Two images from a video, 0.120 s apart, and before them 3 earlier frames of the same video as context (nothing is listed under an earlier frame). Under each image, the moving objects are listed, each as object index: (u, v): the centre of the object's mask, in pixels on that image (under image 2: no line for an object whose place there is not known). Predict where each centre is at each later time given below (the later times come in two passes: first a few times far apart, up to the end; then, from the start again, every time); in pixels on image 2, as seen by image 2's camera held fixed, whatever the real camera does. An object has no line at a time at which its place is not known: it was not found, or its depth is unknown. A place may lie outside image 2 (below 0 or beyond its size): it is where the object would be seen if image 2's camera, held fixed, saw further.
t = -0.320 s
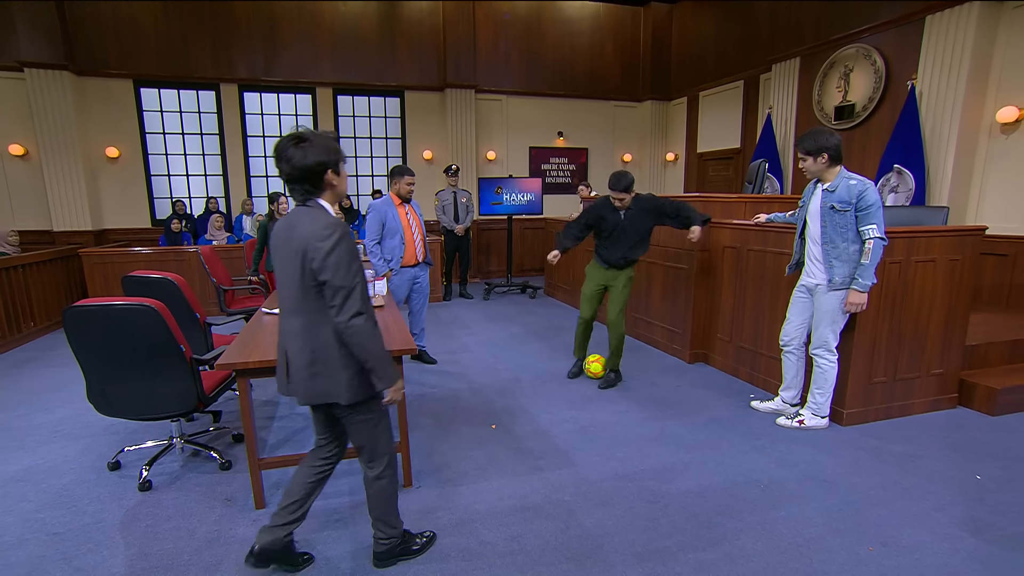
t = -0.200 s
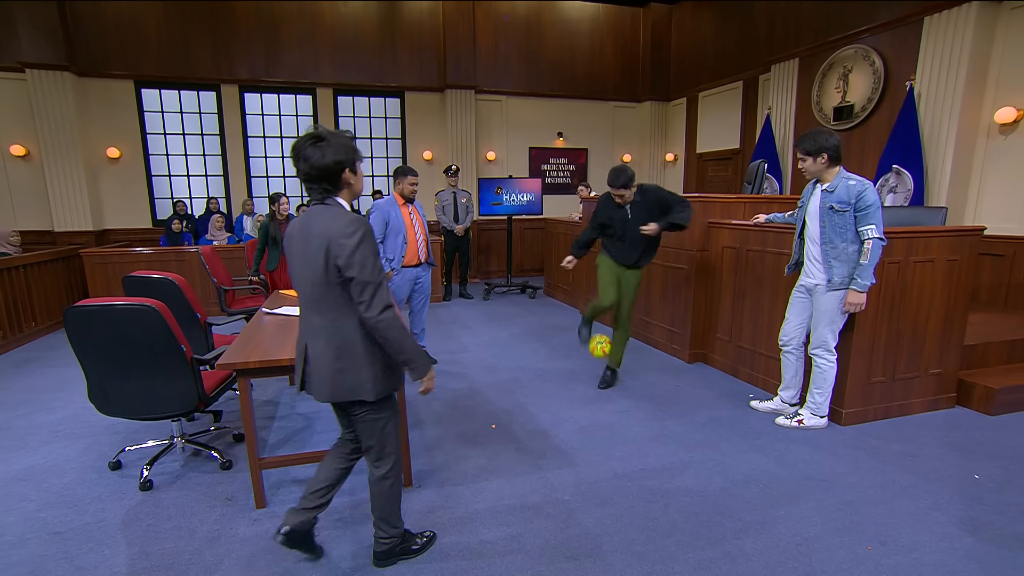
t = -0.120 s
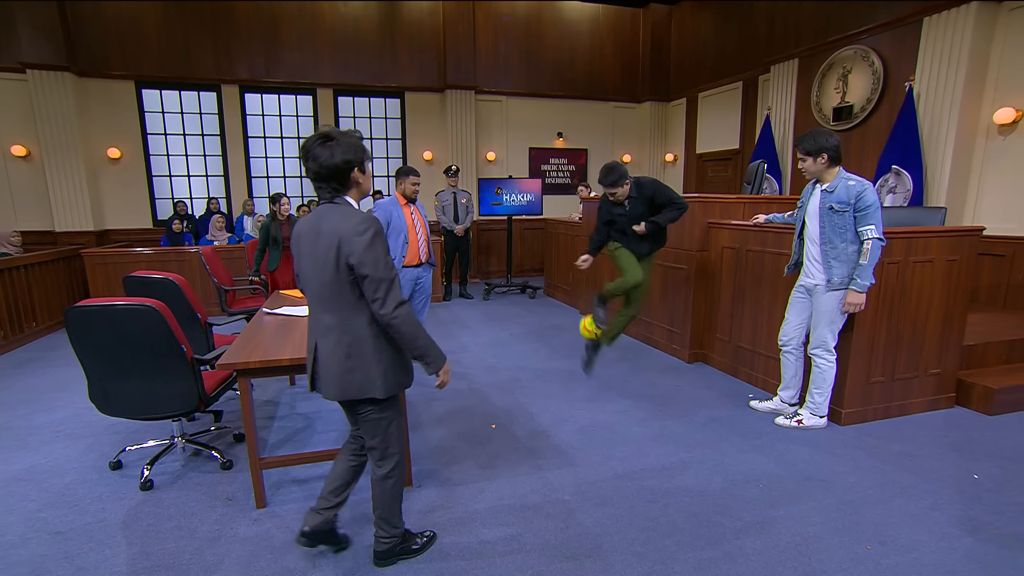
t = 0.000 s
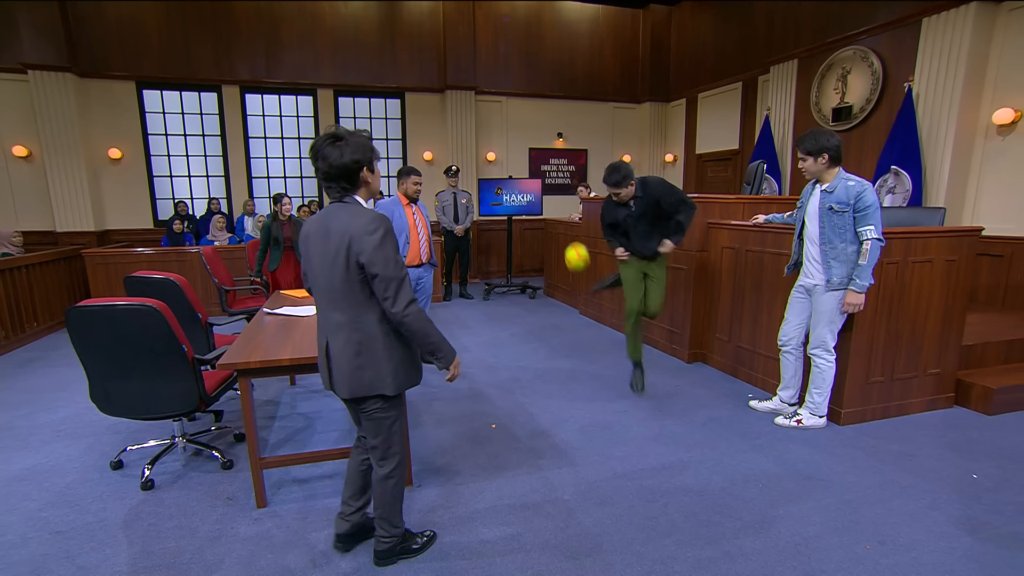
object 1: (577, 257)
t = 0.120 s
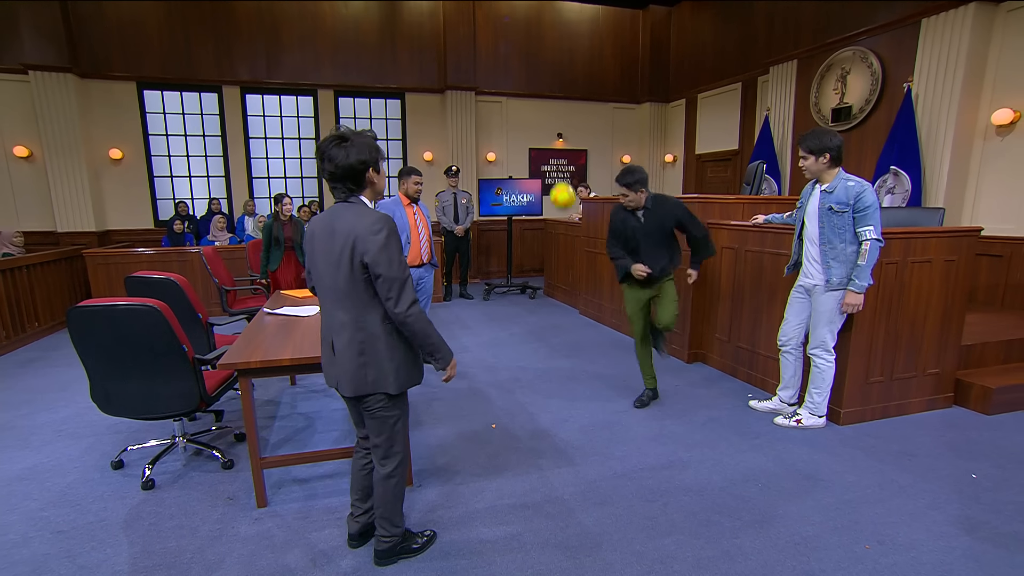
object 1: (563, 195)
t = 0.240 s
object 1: (548, 153)
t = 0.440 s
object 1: (523, 123)
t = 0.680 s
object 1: (494, 156)
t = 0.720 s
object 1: (489, 169)
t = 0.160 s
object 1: (558, 180)
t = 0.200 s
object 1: (553, 165)
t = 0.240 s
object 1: (548, 153)
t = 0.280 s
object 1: (543, 143)
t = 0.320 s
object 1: (538, 135)
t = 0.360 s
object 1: (533, 129)
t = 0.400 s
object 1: (528, 125)
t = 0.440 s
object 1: (523, 123)
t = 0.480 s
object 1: (518, 124)
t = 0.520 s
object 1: (514, 126)
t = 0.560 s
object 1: (509, 130)
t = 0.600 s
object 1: (504, 137)
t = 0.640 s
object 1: (499, 145)
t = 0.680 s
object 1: (494, 156)
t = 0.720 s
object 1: (489, 169)
